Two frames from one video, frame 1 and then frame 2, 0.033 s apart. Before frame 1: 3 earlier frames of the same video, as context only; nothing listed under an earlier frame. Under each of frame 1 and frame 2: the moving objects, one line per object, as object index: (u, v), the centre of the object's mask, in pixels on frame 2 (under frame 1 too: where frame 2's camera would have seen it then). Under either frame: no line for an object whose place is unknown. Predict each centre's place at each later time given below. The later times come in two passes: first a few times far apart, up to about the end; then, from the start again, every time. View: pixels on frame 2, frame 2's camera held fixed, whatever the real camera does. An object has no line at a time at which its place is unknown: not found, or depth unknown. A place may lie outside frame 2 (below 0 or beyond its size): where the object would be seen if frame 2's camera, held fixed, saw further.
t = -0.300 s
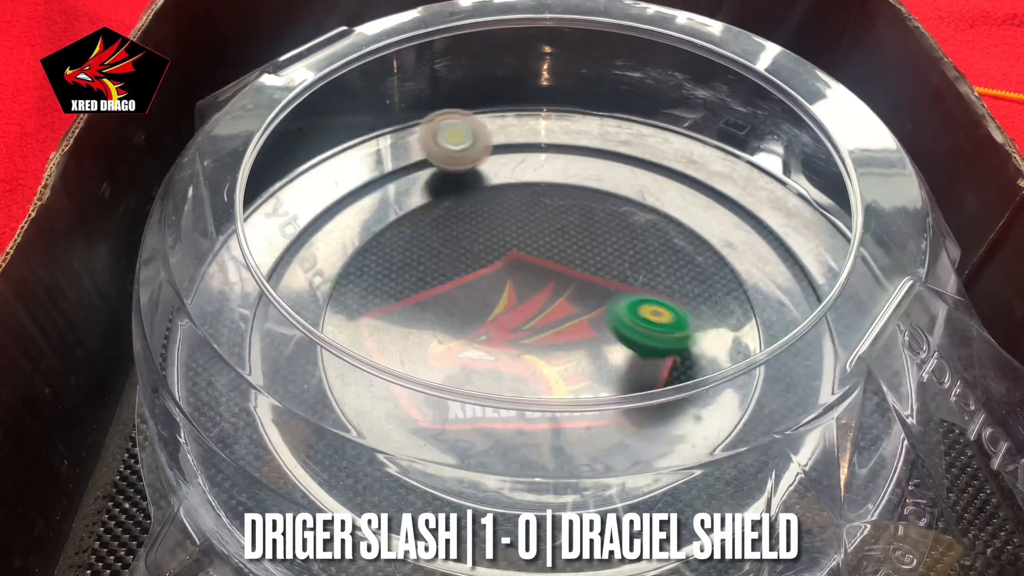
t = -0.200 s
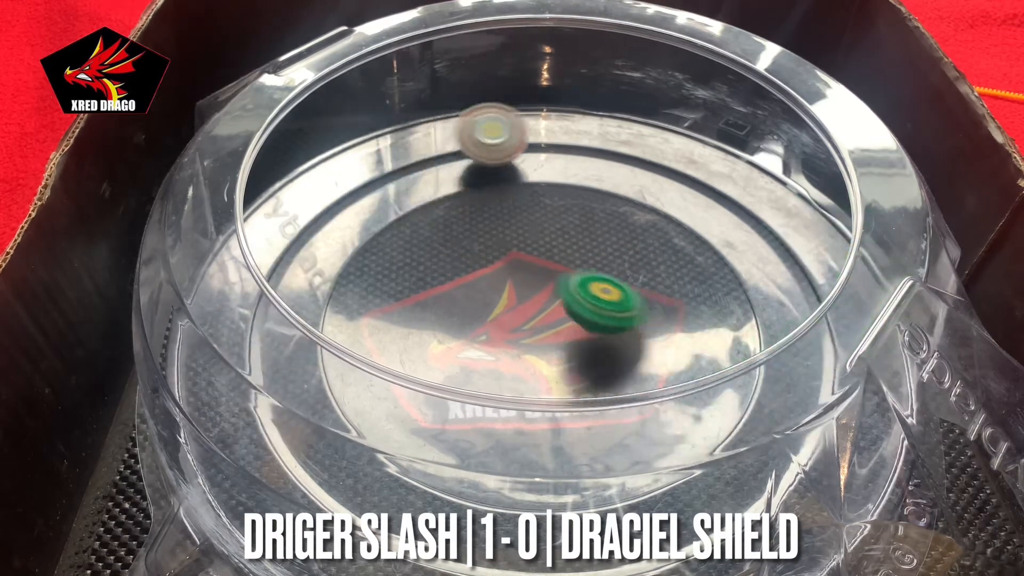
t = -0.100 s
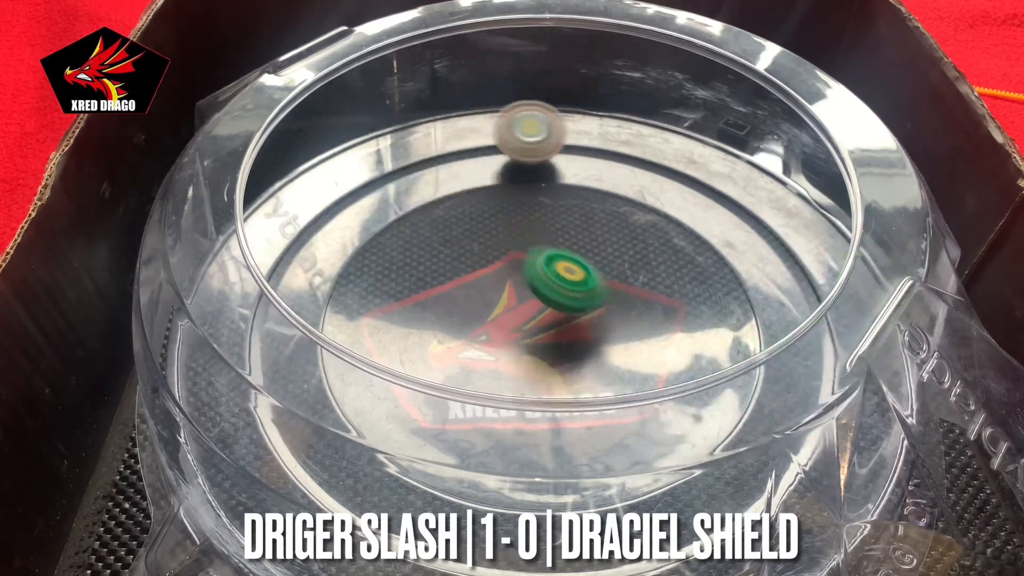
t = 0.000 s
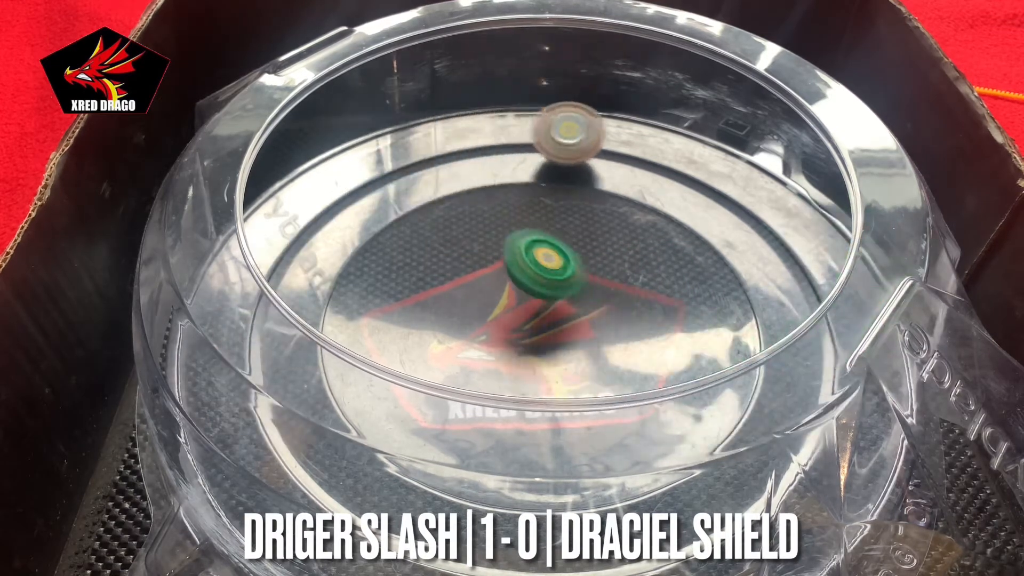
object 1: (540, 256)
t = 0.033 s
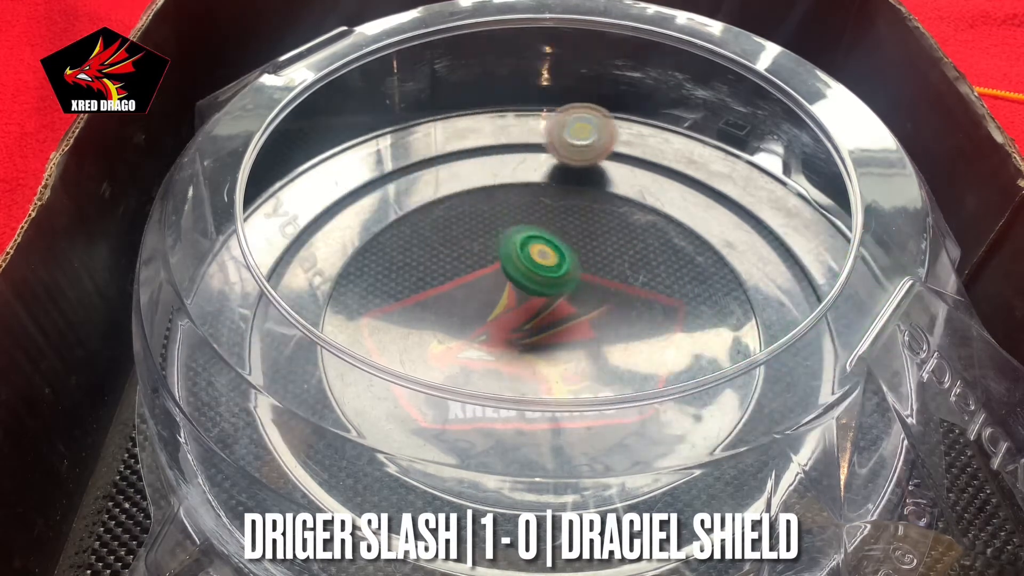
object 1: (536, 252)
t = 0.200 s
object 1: (528, 246)
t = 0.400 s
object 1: (544, 254)
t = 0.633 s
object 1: (578, 279)
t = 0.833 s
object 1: (590, 306)
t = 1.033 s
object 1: (582, 328)
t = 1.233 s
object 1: (560, 340)
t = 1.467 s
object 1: (529, 335)
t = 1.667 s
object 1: (509, 317)
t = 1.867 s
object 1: (515, 295)
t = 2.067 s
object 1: (536, 282)
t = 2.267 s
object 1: (565, 279)
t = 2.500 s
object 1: (589, 294)
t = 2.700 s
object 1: (594, 315)
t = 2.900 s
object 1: (574, 334)
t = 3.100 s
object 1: (551, 342)
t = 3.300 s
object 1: (577, 337)
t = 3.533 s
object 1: (544, 328)
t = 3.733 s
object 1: (530, 312)
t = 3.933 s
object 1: (536, 296)
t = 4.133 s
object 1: (554, 290)
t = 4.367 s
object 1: (574, 299)
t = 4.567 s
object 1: (567, 303)
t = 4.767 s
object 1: (554, 320)
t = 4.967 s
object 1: (537, 323)
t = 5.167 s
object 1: (526, 314)
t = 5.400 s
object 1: (550, 295)
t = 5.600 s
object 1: (568, 293)
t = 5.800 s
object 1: (579, 307)
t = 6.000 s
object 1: (583, 339)
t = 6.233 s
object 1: (571, 347)
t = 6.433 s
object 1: (543, 337)
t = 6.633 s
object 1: (540, 305)
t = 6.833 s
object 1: (554, 283)
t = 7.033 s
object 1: (572, 284)
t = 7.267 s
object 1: (579, 298)
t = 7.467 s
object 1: (561, 306)
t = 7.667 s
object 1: (547, 299)
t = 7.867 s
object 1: (546, 295)
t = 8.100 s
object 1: (561, 311)
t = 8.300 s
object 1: (562, 327)
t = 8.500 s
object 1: (560, 331)
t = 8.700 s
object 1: (560, 321)
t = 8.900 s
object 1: (506, 274)
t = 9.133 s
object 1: (498, 281)
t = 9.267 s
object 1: (541, 310)
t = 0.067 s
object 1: (532, 250)
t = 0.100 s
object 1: (530, 249)
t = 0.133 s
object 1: (528, 247)
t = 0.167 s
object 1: (528, 247)
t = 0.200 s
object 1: (528, 246)
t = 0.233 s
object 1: (529, 246)
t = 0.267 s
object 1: (530, 248)
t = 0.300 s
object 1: (533, 247)
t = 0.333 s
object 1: (537, 249)
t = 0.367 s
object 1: (540, 251)
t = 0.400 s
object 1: (544, 254)
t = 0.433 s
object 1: (549, 257)
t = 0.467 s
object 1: (554, 258)
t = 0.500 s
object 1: (560, 262)
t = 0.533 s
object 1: (565, 266)
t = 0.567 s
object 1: (570, 270)
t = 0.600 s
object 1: (575, 275)
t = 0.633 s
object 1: (578, 279)
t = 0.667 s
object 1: (581, 283)
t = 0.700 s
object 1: (585, 287)
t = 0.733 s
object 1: (586, 291)
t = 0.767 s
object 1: (587, 297)
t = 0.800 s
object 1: (589, 301)
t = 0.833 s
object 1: (590, 306)
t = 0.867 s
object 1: (591, 309)
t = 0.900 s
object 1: (591, 311)
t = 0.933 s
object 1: (590, 315)
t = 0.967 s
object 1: (589, 319)
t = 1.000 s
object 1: (584, 325)
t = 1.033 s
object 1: (582, 328)
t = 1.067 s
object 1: (579, 331)
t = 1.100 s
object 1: (576, 334)
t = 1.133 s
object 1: (572, 336)
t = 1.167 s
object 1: (568, 338)
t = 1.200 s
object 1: (563, 339)
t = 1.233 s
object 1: (560, 340)
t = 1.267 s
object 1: (555, 341)
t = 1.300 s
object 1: (551, 340)
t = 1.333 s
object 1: (546, 340)
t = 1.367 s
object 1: (542, 339)
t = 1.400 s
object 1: (536, 339)
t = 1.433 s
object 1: (533, 336)
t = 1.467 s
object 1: (529, 335)
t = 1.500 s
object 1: (524, 333)
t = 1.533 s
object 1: (522, 329)
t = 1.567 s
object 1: (518, 327)
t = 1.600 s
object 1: (514, 325)
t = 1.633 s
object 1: (511, 321)
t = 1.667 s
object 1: (509, 317)
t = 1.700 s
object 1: (509, 313)
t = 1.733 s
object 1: (510, 310)
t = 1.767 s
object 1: (510, 307)
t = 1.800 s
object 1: (511, 303)
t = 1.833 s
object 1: (512, 299)
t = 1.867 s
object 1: (515, 295)
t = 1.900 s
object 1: (519, 292)
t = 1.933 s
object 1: (522, 290)
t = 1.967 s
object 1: (525, 288)
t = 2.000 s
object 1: (528, 285)
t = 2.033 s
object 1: (532, 283)
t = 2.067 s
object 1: (536, 282)
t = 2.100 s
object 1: (540, 280)
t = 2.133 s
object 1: (544, 279)
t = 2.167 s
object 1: (549, 279)
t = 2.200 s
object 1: (554, 278)
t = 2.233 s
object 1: (558, 278)
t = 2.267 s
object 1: (565, 279)
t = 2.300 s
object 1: (568, 280)
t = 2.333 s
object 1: (573, 282)
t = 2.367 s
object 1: (577, 282)
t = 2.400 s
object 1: (581, 286)
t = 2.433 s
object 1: (583, 288)
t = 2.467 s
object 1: (587, 290)
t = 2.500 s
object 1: (589, 294)
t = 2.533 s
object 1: (591, 297)
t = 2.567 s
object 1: (593, 299)
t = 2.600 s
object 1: (593, 303)
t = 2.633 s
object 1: (592, 310)
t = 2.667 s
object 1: (593, 311)
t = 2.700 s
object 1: (594, 315)
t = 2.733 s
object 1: (592, 318)
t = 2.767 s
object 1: (587, 323)
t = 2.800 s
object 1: (584, 327)
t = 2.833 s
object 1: (581, 330)
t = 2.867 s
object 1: (577, 333)
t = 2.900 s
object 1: (574, 334)
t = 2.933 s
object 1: (570, 336)
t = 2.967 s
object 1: (565, 337)
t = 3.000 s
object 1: (560, 337)
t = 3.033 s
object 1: (555, 338)
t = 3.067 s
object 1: (551, 337)
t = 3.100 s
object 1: (551, 342)
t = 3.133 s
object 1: (569, 345)
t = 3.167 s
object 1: (577, 348)
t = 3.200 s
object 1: (584, 347)
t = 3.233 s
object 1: (584, 344)
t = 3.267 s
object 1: (581, 341)
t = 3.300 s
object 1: (577, 337)
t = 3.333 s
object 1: (566, 333)
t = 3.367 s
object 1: (562, 331)
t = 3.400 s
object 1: (557, 332)
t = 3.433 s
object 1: (554, 333)
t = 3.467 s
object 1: (551, 331)
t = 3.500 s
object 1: (546, 330)
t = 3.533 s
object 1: (544, 328)
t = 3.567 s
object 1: (540, 326)
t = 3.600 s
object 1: (538, 323)
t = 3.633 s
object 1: (536, 321)
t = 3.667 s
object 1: (535, 319)
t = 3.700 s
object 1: (531, 314)
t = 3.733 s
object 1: (530, 312)
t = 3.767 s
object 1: (527, 309)
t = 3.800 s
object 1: (528, 306)
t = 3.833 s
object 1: (530, 302)
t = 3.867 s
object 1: (533, 301)
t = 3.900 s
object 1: (534, 299)
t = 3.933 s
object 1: (536, 296)
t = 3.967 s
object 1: (539, 295)
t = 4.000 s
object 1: (542, 295)
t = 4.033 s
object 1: (545, 293)
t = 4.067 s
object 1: (548, 292)
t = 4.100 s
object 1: (551, 291)
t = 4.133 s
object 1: (554, 290)
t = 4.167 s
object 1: (558, 291)
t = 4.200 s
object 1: (560, 291)
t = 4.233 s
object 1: (565, 294)
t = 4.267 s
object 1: (568, 295)
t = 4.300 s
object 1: (570, 296)
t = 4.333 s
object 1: (573, 297)
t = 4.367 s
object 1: (574, 299)
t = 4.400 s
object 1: (576, 301)
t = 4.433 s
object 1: (575, 302)
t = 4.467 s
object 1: (570, 301)
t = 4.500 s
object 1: (566, 300)
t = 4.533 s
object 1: (567, 301)
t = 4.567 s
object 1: (567, 303)
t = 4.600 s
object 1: (566, 307)
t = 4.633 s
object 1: (559, 310)
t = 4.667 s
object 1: (561, 312)
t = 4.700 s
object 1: (560, 315)
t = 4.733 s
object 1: (557, 318)
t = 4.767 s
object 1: (554, 320)
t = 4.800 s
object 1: (549, 320)
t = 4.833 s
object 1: (546, 323)
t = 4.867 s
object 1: (545, 323)
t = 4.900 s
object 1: (542, 323)
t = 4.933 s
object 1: (540, 324)
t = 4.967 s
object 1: (537, 323)
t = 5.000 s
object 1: (535, 324)
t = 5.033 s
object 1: (534, 322)
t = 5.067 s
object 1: (530, 322)
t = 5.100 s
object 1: (528, 320)
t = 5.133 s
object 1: (527, 318)
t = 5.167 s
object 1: (526, 314)
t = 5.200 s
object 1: (526, 312)
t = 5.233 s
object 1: (526, 309)
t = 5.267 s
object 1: (526, 308)
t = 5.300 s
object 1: (529, 306)
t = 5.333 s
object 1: (535, 302)
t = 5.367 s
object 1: (544, 298)
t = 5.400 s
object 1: (550, 295)
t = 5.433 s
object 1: (553, 294)
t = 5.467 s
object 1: (556, 292)
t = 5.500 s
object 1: (560, 293)
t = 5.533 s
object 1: (563, 291)
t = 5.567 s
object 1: (566, 293)
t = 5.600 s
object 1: (568, 293)
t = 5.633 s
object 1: (571, 293)
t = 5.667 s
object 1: (573, 295)
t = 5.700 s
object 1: (575, 297)
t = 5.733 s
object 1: (577, 296)
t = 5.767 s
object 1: (576, 300)
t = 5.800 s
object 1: (579, 307)
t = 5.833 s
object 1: (581, 316)
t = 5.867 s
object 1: (582, 325)
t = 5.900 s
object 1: (578, 330)
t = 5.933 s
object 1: (584, 334)
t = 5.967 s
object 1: (585, 336)
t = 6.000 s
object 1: (583, 339)
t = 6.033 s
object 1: (583, 341)
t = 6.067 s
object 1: (583, 344)
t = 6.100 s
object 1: (585, 346)
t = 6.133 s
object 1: (584, 348)
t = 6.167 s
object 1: (576, 348)
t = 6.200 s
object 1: (574, 348)
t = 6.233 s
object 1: (571, 347)
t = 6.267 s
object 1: (565, 350)
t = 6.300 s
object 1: (559, 348)
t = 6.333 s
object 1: (554, 345)
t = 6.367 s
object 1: (550, 343)
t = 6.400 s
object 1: (547, 340)
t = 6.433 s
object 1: (543, 337)
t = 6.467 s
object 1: (540, 332)
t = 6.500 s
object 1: (538, 327)
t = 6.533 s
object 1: (538, 322)
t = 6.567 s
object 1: (538, 317)
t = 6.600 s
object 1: (539, 312)
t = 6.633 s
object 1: (540, 305)
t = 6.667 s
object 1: (541, 300)
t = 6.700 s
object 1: (543, 295)
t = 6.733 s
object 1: (545, 291)
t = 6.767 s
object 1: (548, 289)
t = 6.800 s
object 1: (550, 284)
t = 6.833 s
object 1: (554, 283)
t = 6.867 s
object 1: (556, 281)
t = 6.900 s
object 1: (560, 281)
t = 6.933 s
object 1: (564, 280)
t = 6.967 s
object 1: (567, 281)
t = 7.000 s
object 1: (569, 281)
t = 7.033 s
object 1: (572, 284)
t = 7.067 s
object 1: (575, 285)
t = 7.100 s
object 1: (577, 288)
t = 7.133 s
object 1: (578, 290)
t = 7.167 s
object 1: (578, 294)
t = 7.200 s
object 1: (577, 295)
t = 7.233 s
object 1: (578, 297)
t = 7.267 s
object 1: (579, 298)
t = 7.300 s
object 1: (575, 300)
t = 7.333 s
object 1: (572, 302)
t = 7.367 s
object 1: (569, 303)
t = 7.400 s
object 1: (566, 304)
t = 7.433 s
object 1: (564, 304)
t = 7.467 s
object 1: (561, 306)
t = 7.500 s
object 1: (558, 305)
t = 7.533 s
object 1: (555, 304)
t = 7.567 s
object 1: (552, 302)
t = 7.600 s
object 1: (552, 302)
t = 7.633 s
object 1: (549, 302)
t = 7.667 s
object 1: (547, 299)
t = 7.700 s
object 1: (543, 298)
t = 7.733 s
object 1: (543, 298)
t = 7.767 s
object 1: (542, 296)
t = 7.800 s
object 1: (543, 296)
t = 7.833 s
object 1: (544, 295)
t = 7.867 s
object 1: (546, 295)
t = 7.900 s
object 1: (549, 297)
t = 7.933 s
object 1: (552, 300)
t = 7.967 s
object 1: (555, 302)
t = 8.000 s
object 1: (554, 302)
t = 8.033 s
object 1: (557, 305)
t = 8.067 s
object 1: (558, 310)
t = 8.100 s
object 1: (561, 311)
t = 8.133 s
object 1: (563, 317)
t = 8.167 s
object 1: (564, 321)
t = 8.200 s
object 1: (563, 323)
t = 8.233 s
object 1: (562, 326)
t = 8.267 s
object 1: (559, 328)
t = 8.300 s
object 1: (562, 327)
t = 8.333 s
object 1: (565, 327)
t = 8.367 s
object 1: (560, 327)
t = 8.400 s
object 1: (568, 328)
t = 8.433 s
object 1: (568, 331)
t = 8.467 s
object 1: (565, 332)
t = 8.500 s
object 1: (560, 331)
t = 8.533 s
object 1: (558, 328)
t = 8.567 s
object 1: (557, 328)
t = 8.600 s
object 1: (557, 327)
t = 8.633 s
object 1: (558, 326)
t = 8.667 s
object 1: (560, 325)
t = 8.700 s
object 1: (560, 321)
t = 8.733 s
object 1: (562, 319)
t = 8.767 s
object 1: (565, 317)
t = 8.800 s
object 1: (553, 310)
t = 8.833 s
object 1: (537, 291)
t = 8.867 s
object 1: (518, 290)
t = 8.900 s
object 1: (506, 274)
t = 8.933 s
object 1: (491, 275)
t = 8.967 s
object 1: (483, 256)
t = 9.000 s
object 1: (480, 256)
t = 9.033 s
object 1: (479, 260)
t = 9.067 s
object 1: (484, 272)
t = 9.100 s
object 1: (489, 280)
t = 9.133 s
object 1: (498, 281)
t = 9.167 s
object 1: (505, 288)
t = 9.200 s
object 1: (516, 299)
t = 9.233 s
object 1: (529, 302)
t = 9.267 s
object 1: (541, 310)
